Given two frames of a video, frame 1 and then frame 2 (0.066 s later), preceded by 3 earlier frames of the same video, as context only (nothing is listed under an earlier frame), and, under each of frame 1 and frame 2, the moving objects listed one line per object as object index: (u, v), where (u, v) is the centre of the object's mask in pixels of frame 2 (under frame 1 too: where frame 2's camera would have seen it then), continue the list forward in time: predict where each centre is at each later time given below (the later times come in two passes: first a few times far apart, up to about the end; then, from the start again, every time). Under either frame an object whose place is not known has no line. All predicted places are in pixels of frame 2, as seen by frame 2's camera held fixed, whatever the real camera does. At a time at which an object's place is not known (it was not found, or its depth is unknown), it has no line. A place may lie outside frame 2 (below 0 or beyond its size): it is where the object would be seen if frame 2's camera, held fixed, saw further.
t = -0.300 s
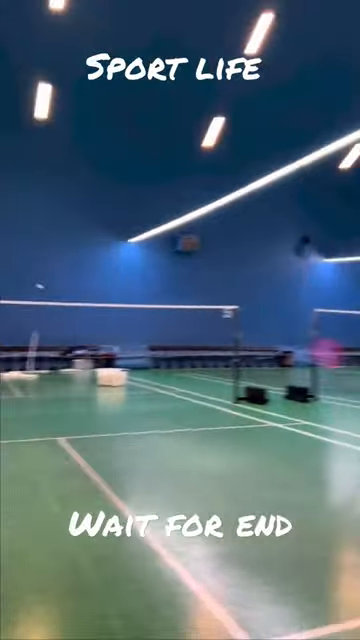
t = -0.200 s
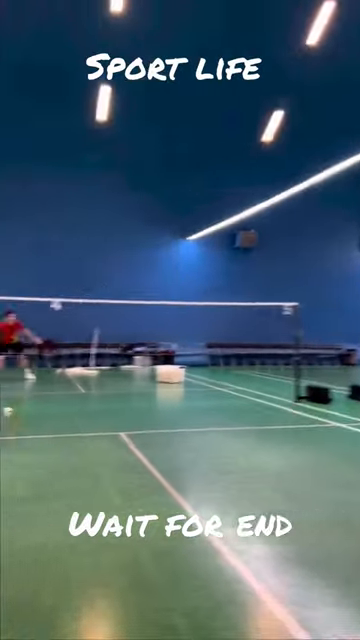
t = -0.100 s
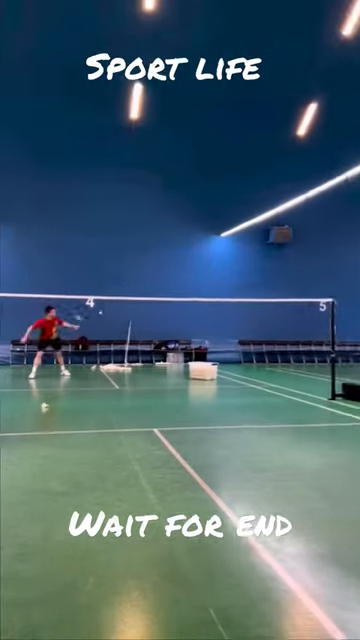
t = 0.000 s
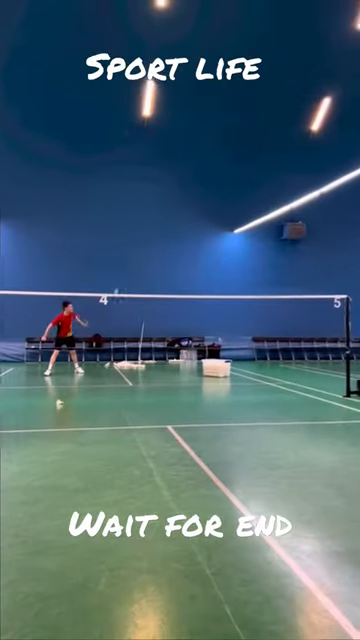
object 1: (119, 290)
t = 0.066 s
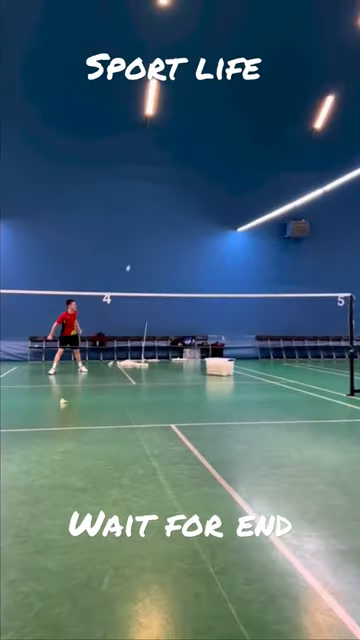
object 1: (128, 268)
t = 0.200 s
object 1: (143, 230)
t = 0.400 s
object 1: (166, 194)
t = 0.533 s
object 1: (182, 186)
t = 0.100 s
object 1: (131, 257)
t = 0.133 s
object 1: (136, 248)
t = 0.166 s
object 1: (140, 238)
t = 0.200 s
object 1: (143, 230)
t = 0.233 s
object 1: (147, 222)
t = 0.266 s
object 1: (151, 215)
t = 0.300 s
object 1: (155, 209)
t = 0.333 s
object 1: (158, 203)
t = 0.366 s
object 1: (163, 197)
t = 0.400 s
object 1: (166, 194)
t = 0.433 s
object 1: (170, 191)
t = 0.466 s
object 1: (174, 188)
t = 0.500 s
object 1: (178, 187)
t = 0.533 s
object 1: (182, 186)
